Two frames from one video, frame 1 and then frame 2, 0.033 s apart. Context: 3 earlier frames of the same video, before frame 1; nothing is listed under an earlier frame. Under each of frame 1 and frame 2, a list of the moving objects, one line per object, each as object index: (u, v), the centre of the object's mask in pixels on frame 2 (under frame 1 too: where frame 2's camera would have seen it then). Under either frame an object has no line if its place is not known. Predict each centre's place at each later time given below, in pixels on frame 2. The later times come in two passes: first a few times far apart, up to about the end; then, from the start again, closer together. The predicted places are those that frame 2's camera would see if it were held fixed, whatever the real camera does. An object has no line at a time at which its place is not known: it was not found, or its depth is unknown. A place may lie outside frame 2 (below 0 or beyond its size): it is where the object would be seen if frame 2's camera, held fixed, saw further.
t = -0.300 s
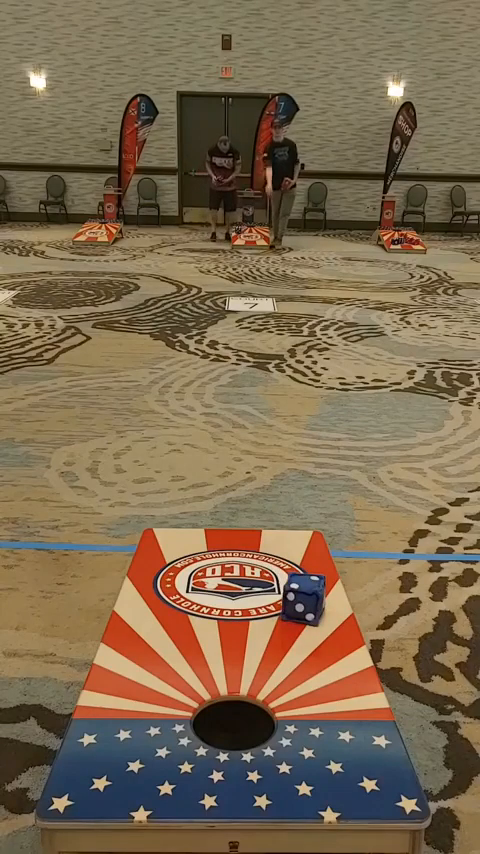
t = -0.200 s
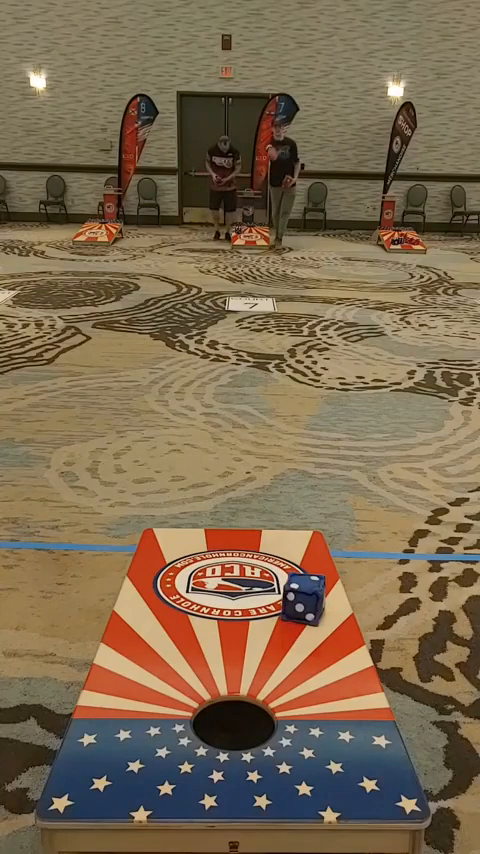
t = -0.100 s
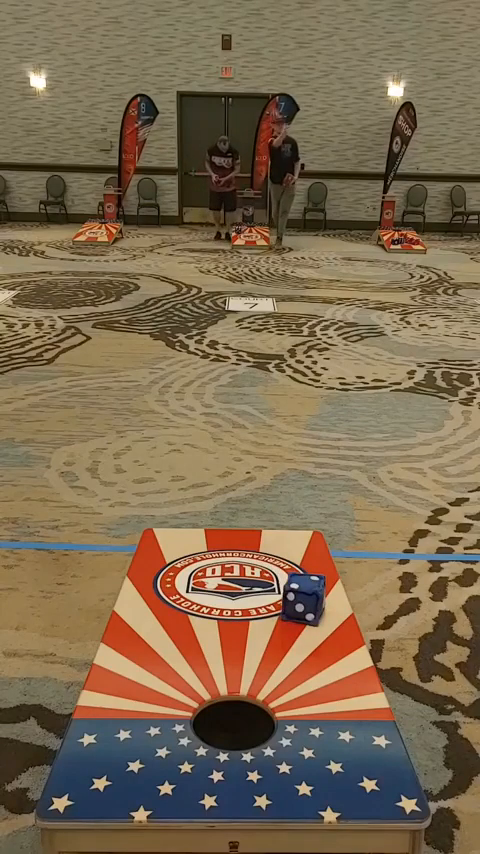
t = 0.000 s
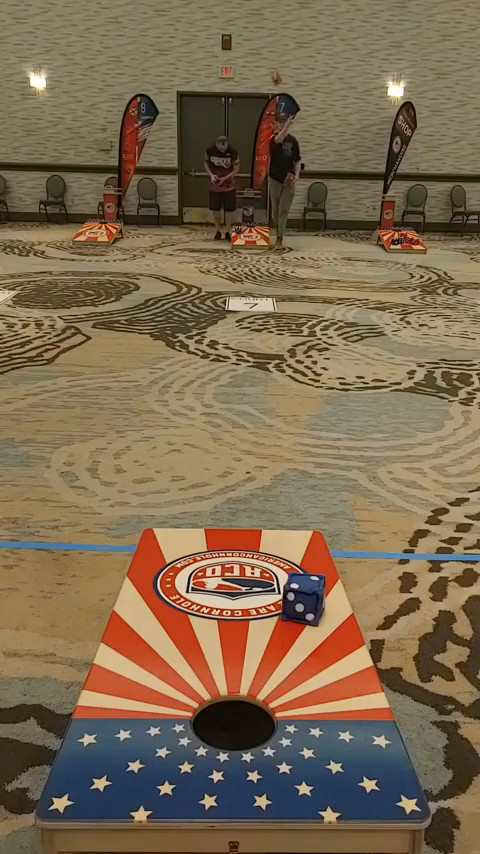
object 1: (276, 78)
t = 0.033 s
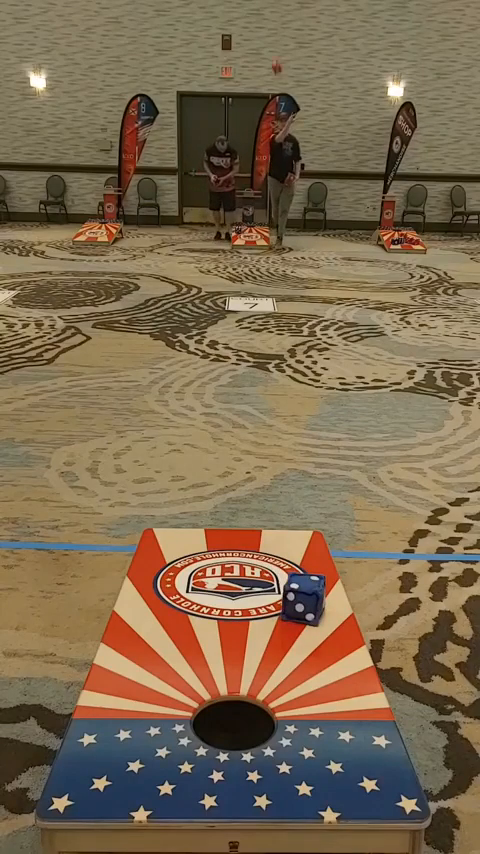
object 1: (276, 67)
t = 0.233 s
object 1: (279, 12)
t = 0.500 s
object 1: (281, 8)
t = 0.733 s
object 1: (277, 127)
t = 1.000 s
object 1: (255, 478)
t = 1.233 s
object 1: (211, 501)
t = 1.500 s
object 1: (150, 573)
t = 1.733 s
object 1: (108, 601)
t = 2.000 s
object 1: (52, 663)
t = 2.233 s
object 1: (37, 661)
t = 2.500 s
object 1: (51, 666)
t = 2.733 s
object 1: (50, 666)
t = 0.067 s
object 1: (276, 56)
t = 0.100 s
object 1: (278, 46)
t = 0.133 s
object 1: (278, 37)
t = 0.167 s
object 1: (280, 28)
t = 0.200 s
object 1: (280, 20)
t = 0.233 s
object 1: (279, 12)
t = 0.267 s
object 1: (280, 7)
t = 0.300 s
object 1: (279, 4)
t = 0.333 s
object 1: (281, 3)
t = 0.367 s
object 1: (279, 2)
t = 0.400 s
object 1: (281, 2)
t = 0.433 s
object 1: (282, 3)
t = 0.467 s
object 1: (280, 4)
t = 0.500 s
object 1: (281, 8)
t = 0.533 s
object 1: (280, 12)
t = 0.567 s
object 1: (279, 25)
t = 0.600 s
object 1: (278, 38)
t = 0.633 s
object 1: (278, 54)
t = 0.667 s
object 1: (277, 74)
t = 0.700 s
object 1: (278, 99)
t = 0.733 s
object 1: (277, 127)
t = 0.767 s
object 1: (275, 159)
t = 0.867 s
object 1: (267, 276)
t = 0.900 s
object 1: (265, 334)
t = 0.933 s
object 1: (263, 392)
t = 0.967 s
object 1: (260, 460)
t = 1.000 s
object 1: (255, 478)
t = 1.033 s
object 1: (251, 472)
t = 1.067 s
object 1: (245, 469)
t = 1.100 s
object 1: (240, 469)
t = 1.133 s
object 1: (232, 472)
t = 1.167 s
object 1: (226, 478)
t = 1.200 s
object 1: (218, 488)
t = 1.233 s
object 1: (211, 501)
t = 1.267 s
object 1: (202, 518)
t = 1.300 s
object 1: (192, 539)
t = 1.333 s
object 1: (185, 549)
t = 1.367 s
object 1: (177, 550)
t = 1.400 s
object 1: (170, 554)
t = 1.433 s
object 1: (164, 562)
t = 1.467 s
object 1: (158, 568)
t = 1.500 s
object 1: (150, 573)
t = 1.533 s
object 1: (143, 578)
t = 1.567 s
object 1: (136, 582)
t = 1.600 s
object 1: (131, 587)
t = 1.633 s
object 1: (125, 589)
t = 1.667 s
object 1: (119, 592)
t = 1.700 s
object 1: (114, 597)
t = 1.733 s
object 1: (108, 601)
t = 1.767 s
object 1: (100, 604)
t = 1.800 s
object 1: (93, 609)
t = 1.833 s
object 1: (85, 617)
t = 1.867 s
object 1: (78, 631)
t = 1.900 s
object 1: (71, 647)
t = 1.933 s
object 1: (65, 665)
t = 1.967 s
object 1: (59, 664)
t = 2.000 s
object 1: (52, 663)
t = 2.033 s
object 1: (46, 664)
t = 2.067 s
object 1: (40, 665)
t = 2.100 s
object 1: (37, 664)
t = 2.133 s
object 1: (36, 663)
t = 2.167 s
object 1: (36, 662)
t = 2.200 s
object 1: (36, 662)
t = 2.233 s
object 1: (37, 661)
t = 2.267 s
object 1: (39, 662)
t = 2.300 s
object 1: (41, 663)
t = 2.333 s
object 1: (43, 665)
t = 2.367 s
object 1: (46, 667)
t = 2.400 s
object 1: (49, 667)
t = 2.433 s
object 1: (51, 666)
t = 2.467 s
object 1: (52, 666)
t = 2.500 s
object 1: (51, 666)
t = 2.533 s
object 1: (50, 666)
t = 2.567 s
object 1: (49, 666)
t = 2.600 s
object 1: (49, 666)
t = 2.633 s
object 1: (50, 666)
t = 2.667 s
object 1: (50, 666)
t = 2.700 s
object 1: (50, 666)
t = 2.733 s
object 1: (50, 666)
